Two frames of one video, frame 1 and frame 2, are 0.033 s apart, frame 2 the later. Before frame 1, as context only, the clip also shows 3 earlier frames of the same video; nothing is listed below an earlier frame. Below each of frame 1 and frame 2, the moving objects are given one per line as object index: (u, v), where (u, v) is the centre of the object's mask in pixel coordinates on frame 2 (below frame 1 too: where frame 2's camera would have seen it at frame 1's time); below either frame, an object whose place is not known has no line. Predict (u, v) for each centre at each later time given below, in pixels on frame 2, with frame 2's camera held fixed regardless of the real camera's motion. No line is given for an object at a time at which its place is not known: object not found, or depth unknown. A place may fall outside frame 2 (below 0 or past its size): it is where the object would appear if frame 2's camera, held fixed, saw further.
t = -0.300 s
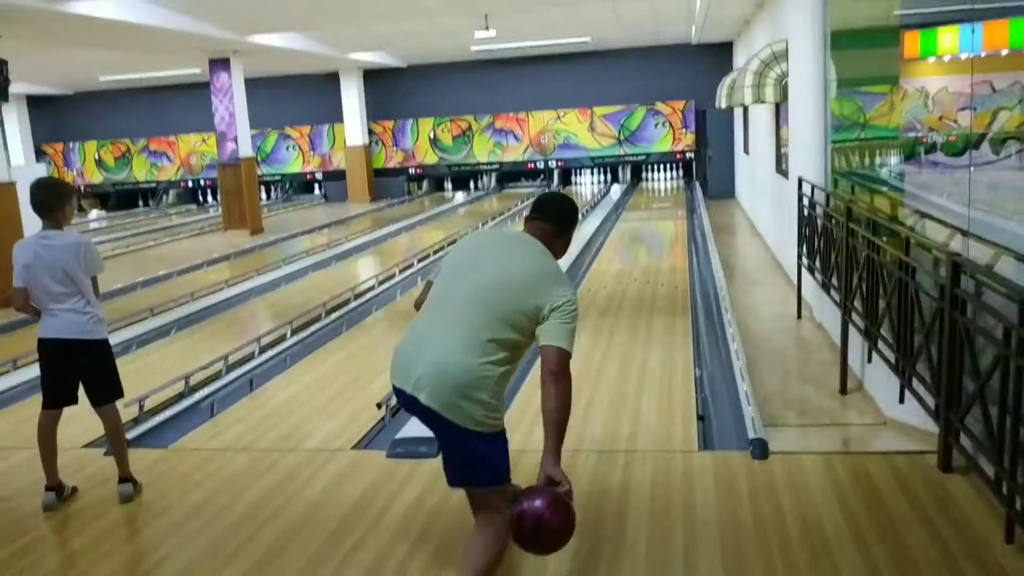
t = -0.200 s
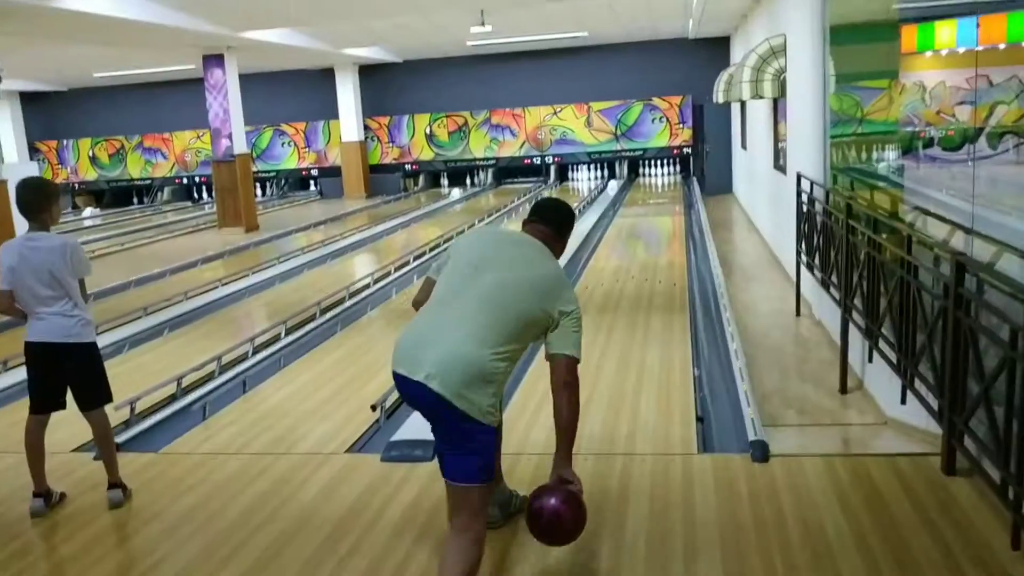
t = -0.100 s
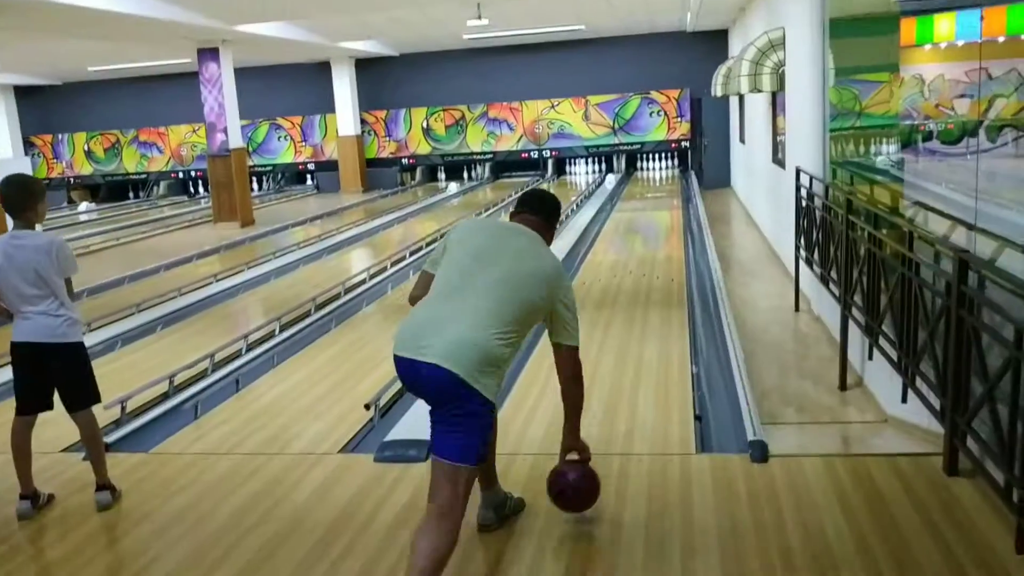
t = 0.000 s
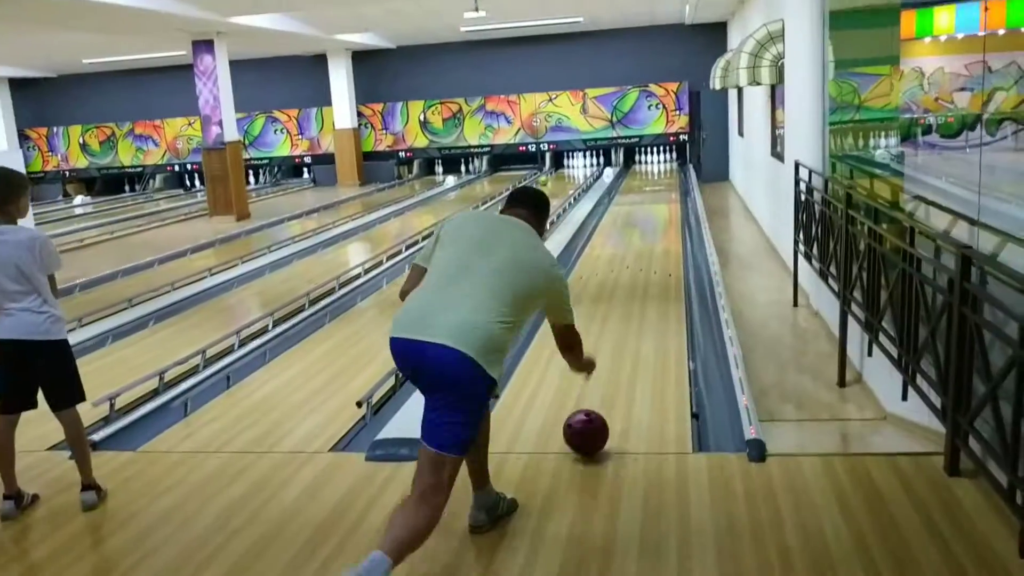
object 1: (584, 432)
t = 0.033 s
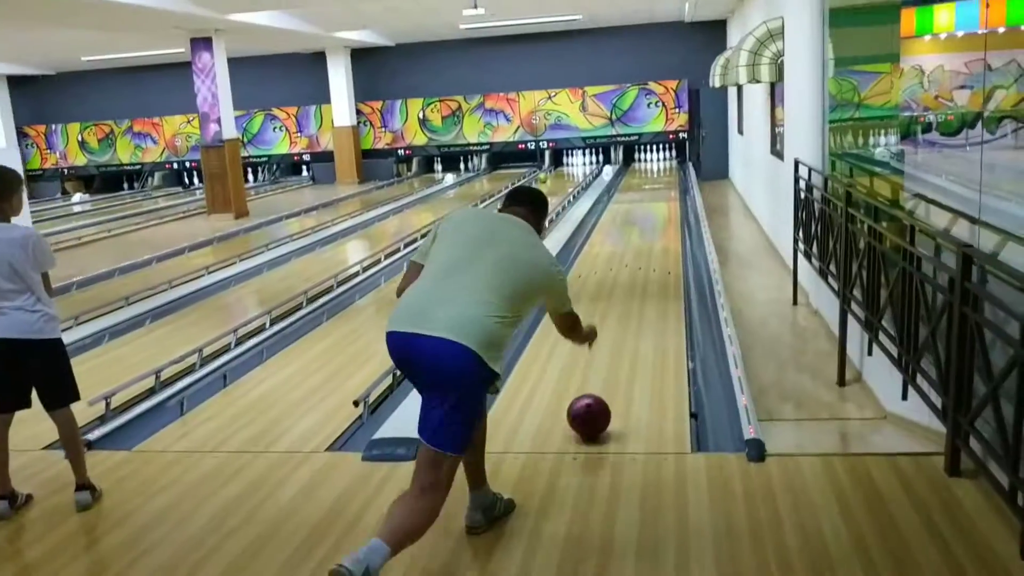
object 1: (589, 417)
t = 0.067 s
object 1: (593, 401)
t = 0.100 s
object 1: (597, 388)
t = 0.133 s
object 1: (601, 375)
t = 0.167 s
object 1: (604, 363)
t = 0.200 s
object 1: (607, 353)
